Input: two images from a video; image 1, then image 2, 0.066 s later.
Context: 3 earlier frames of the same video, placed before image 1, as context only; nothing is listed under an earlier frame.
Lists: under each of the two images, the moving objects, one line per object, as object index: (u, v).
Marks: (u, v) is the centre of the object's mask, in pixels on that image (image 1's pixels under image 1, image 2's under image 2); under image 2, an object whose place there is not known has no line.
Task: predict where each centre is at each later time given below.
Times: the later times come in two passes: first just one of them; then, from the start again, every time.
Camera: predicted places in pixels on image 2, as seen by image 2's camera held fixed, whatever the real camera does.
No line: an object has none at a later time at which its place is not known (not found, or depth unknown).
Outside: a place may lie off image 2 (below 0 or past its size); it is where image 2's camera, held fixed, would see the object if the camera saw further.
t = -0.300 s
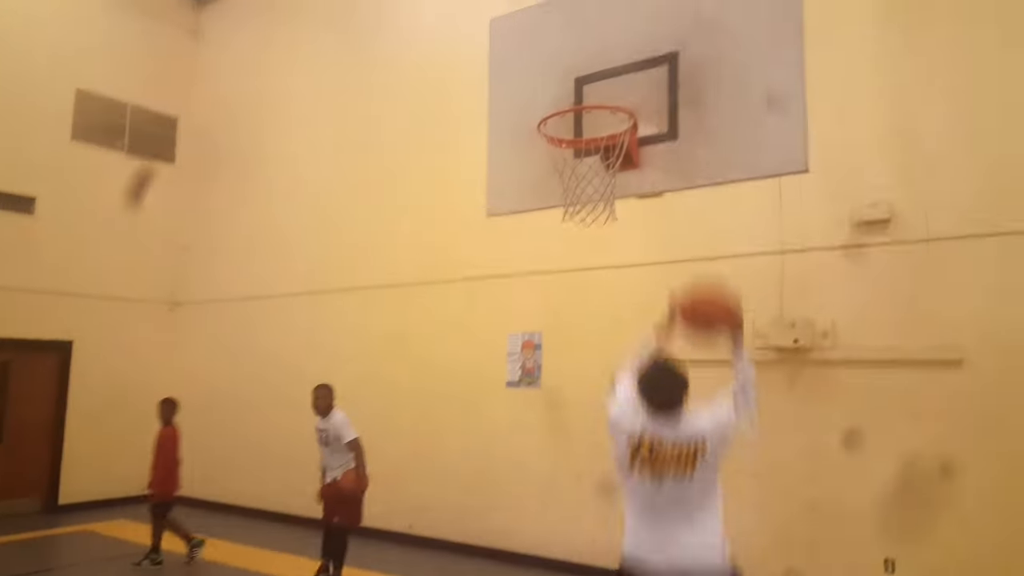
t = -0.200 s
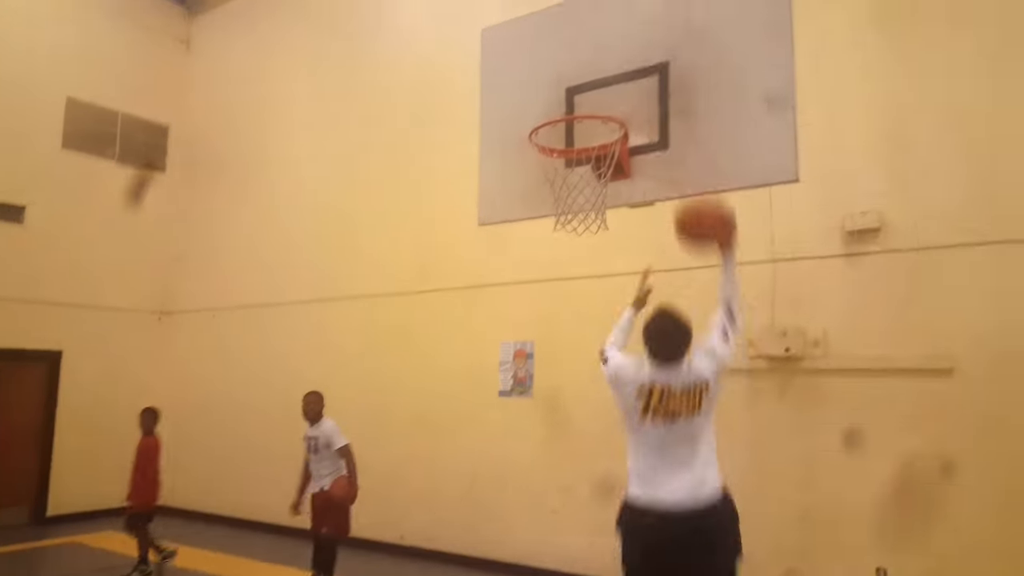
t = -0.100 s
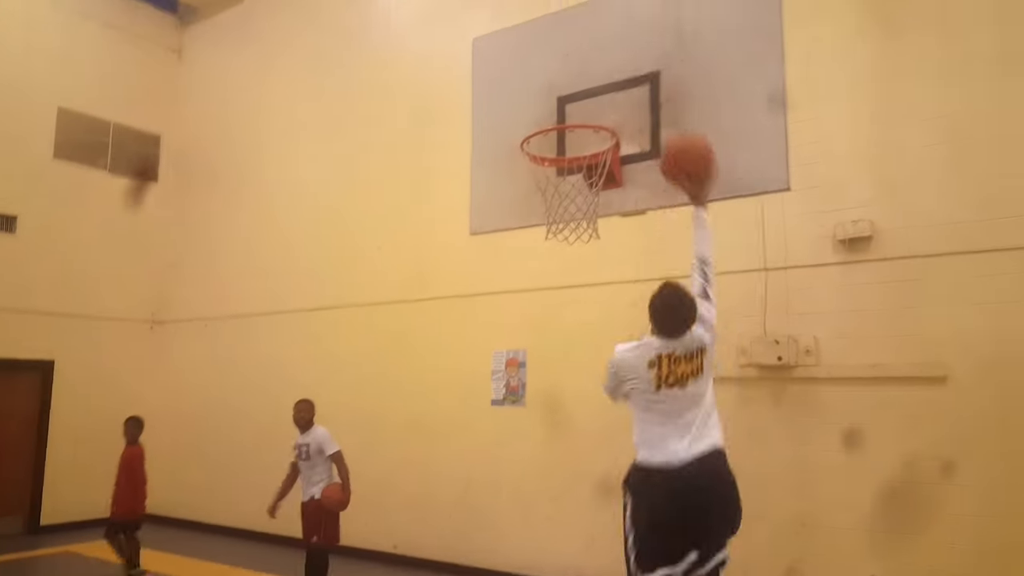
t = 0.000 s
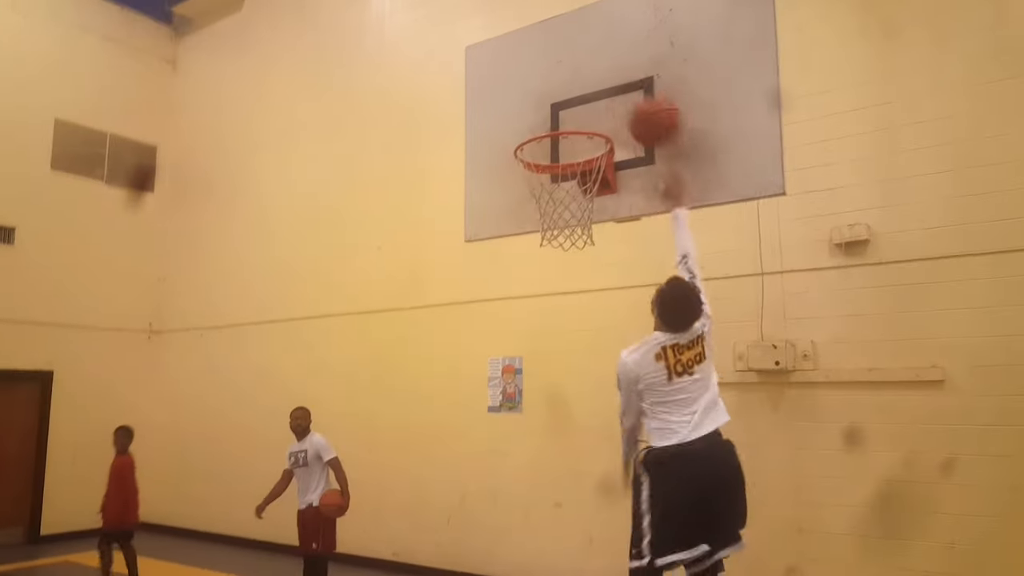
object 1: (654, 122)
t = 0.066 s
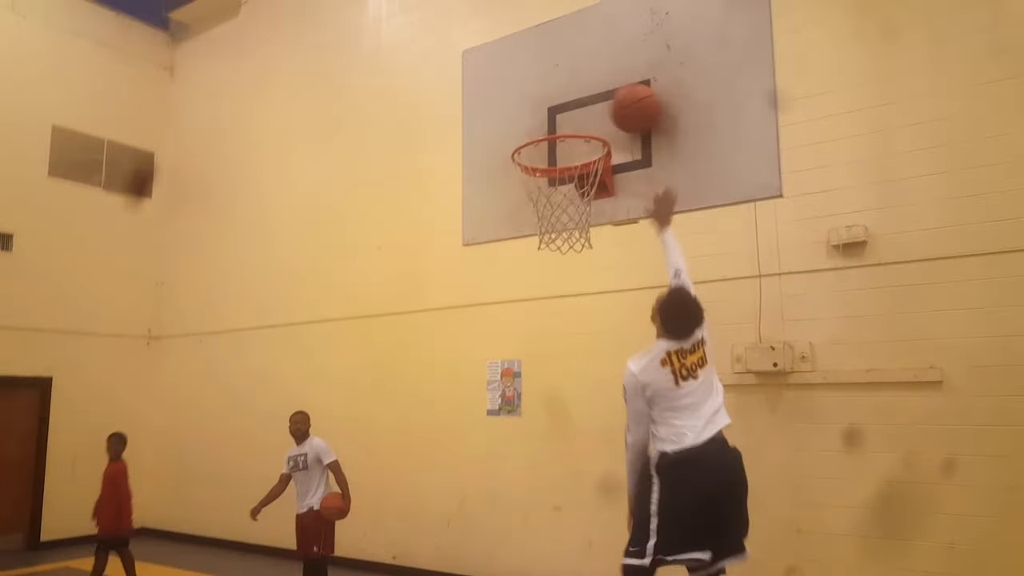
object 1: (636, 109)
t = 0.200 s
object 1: (594, 98)
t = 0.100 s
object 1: (626, 103)
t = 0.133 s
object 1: (614, 99)
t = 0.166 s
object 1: (604, 98)
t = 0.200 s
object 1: (594, 98)
